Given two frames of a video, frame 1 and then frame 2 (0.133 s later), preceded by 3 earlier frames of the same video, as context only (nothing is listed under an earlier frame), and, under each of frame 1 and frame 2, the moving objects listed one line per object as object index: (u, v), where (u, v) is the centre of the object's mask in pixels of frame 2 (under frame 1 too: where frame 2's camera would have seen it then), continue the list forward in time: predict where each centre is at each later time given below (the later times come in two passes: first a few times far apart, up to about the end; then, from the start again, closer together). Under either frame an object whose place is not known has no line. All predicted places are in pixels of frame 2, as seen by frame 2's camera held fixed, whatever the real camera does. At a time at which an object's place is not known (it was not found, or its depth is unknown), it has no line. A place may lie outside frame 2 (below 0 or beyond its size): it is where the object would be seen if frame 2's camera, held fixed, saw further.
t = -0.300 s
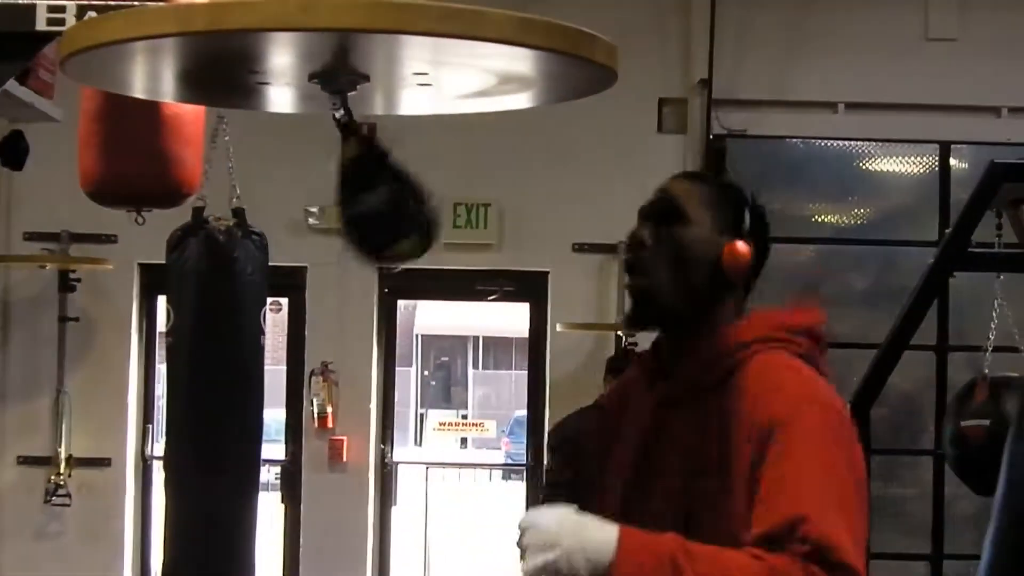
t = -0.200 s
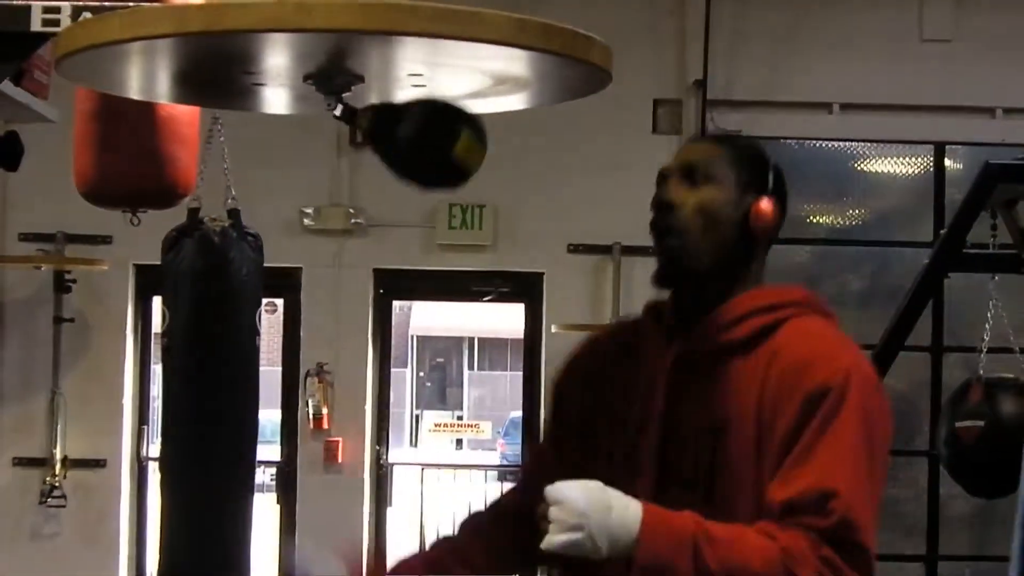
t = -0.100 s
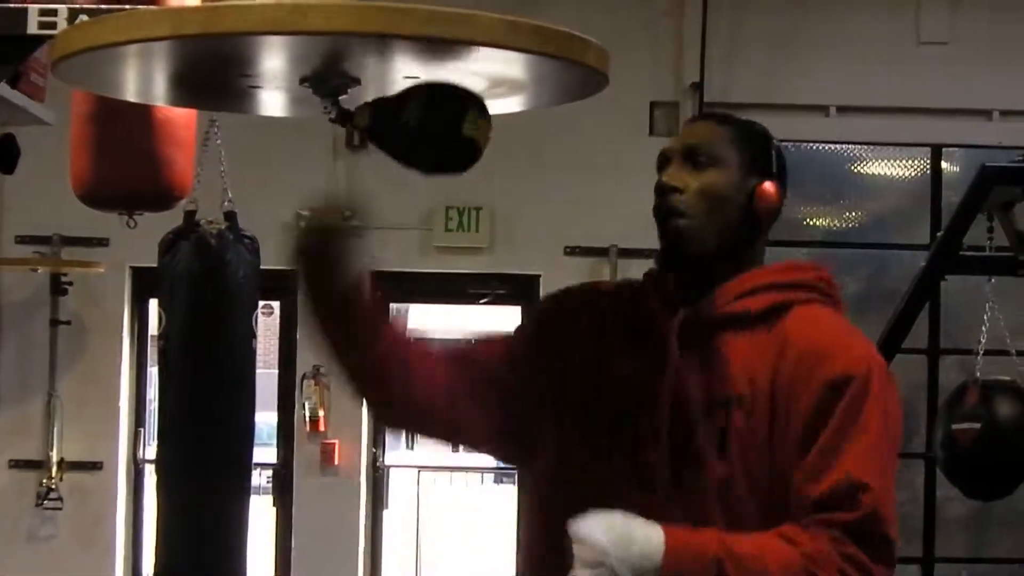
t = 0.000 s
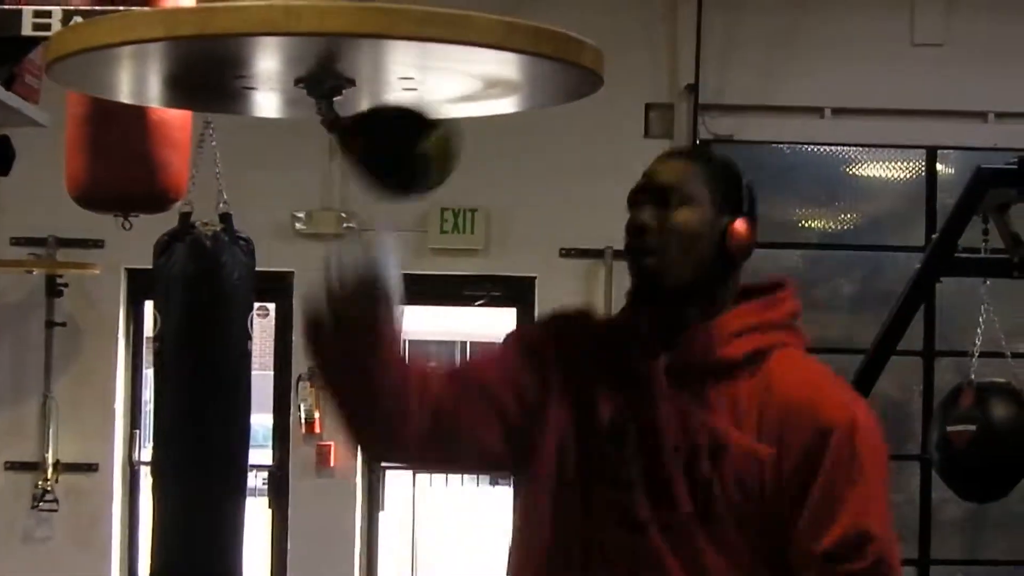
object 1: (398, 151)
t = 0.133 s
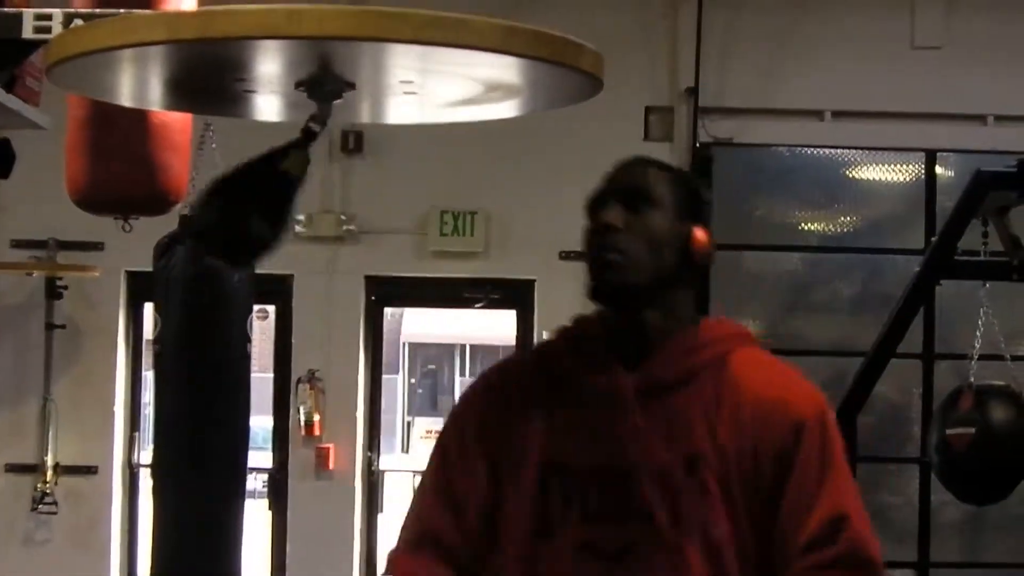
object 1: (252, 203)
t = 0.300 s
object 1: (285, 170)
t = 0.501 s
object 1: (381, 193)
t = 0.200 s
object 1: (242, 170)
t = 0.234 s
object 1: (252, 151)
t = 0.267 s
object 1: (267, 148)
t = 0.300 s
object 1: (285, 170)
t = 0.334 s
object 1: (307, 193)
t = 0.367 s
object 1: (329, 210)
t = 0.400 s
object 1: (350, 220)
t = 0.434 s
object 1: (367, 221)
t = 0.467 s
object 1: (377, 210)
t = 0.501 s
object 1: (381, 193)
